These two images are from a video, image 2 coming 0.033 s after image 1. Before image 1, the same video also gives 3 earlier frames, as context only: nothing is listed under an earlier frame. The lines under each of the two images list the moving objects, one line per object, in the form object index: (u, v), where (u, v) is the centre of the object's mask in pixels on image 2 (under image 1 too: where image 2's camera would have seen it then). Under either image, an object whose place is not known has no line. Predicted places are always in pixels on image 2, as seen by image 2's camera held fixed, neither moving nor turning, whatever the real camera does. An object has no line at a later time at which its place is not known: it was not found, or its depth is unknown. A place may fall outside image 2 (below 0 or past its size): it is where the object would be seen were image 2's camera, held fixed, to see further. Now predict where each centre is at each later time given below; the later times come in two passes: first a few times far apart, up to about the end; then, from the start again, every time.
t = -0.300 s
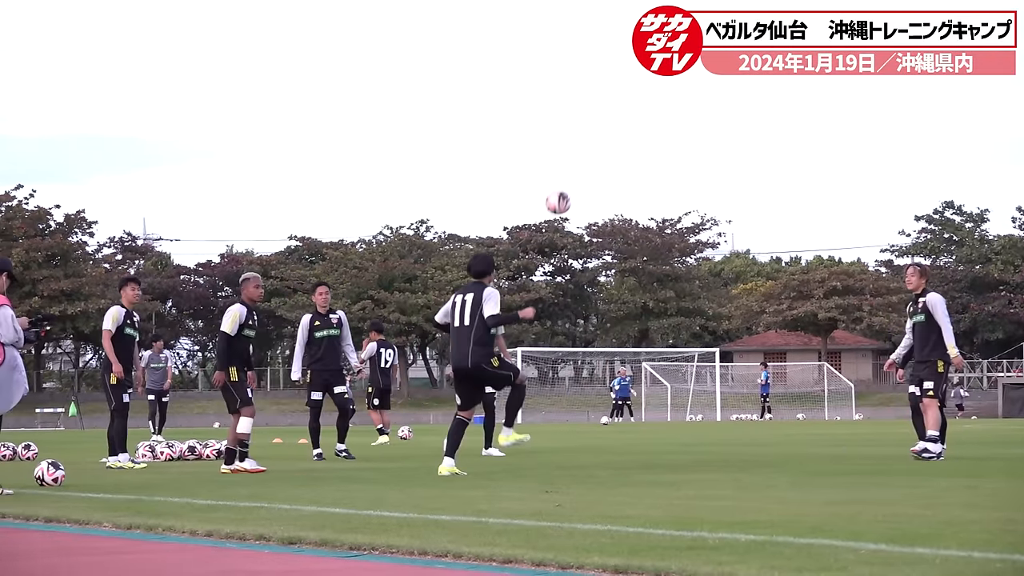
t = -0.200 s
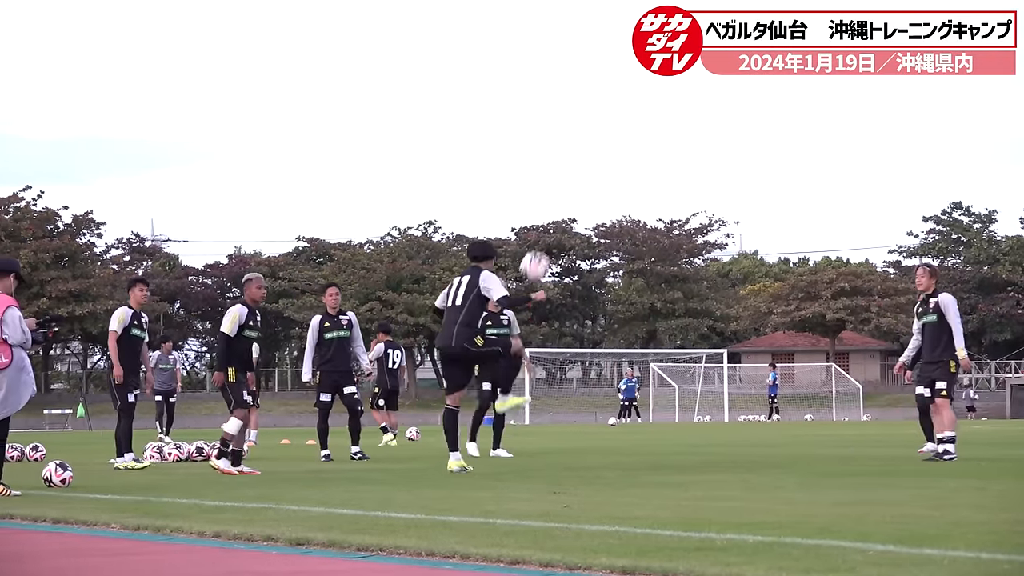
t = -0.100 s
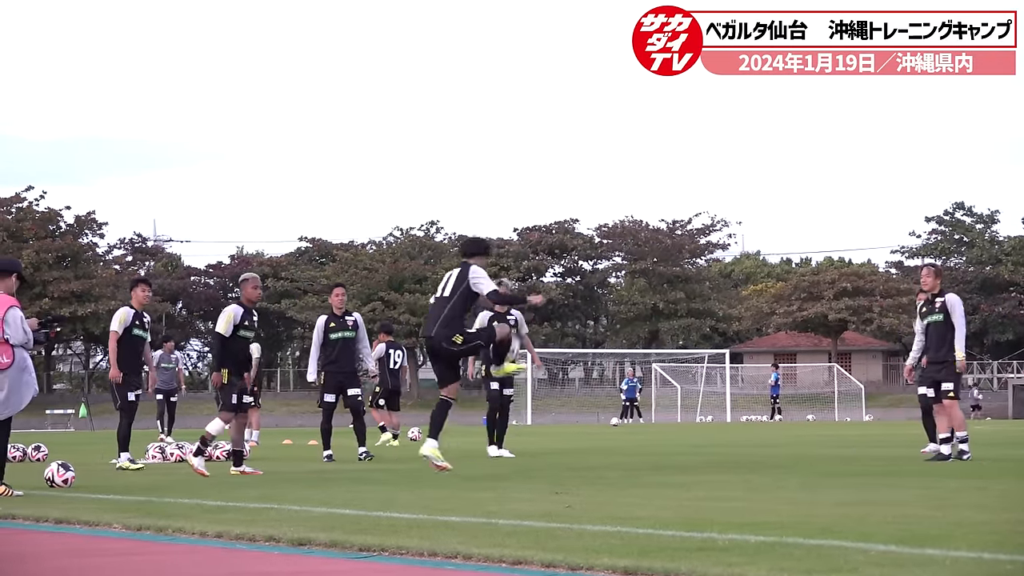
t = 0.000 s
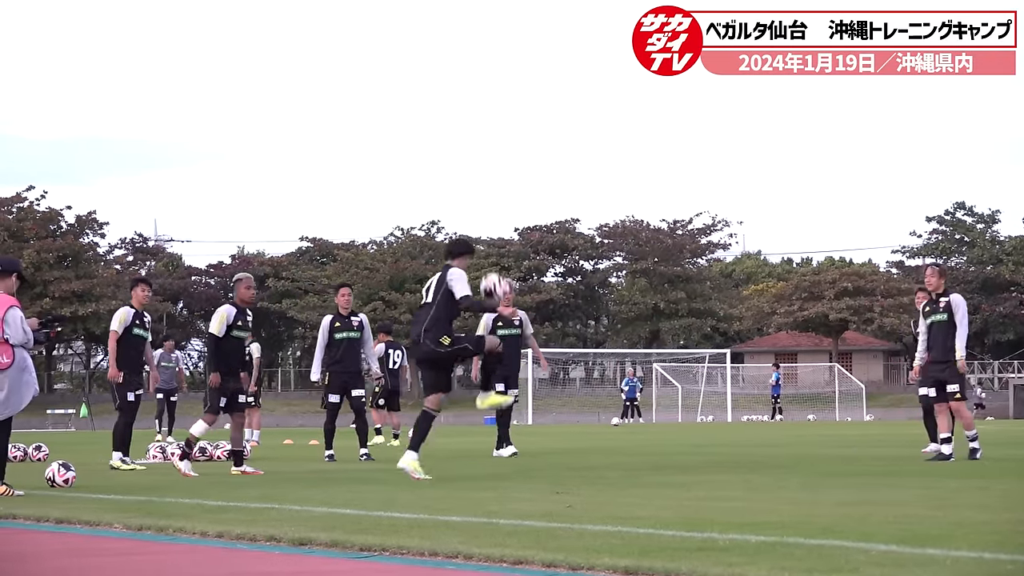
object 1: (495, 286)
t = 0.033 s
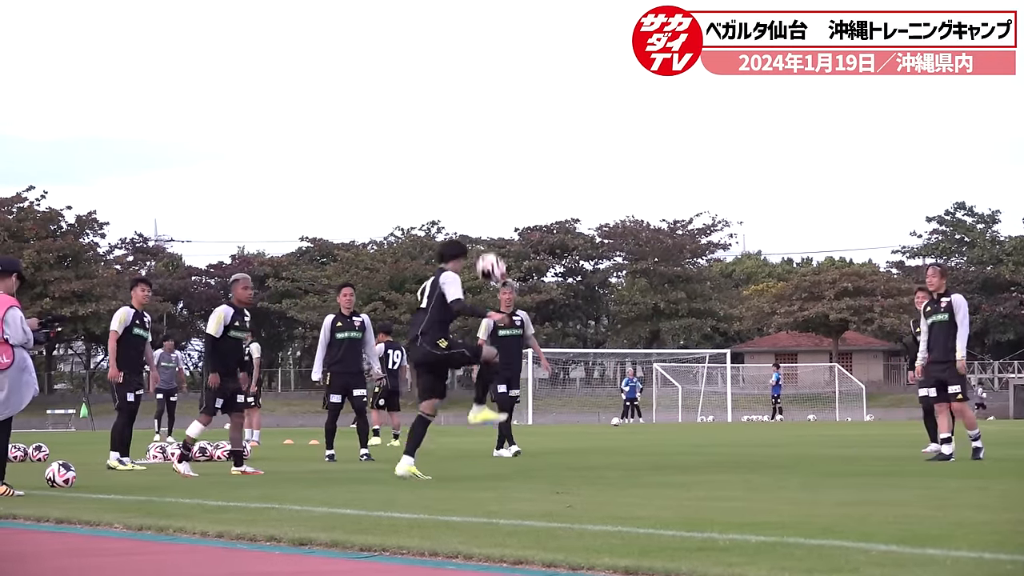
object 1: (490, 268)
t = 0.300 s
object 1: (462, 159)
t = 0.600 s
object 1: (430, 145)
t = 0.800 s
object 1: (409, 202)
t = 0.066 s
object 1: (487, 250)
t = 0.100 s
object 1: (484, 234)
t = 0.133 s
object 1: (480, 217)
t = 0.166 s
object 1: (476, 203)
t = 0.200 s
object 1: (472, 190)
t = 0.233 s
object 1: (469, 178)
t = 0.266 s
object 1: (466, 168)
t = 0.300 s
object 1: (462, 159)
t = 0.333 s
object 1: (459, 152)
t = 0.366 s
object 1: (456, 146)
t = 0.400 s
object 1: (452, 142)
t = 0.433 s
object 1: (449, 139)
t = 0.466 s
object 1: (445, 138)
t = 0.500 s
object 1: (442, 138)
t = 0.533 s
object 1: (437, 139)
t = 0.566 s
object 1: (434, 142)
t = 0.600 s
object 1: (430, 145)
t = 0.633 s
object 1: (426, 151)
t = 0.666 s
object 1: (423, 159)
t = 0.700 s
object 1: (419, 168)
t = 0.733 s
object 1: (415, 177)
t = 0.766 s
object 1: (412, 189)
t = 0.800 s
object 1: (409, 202)
